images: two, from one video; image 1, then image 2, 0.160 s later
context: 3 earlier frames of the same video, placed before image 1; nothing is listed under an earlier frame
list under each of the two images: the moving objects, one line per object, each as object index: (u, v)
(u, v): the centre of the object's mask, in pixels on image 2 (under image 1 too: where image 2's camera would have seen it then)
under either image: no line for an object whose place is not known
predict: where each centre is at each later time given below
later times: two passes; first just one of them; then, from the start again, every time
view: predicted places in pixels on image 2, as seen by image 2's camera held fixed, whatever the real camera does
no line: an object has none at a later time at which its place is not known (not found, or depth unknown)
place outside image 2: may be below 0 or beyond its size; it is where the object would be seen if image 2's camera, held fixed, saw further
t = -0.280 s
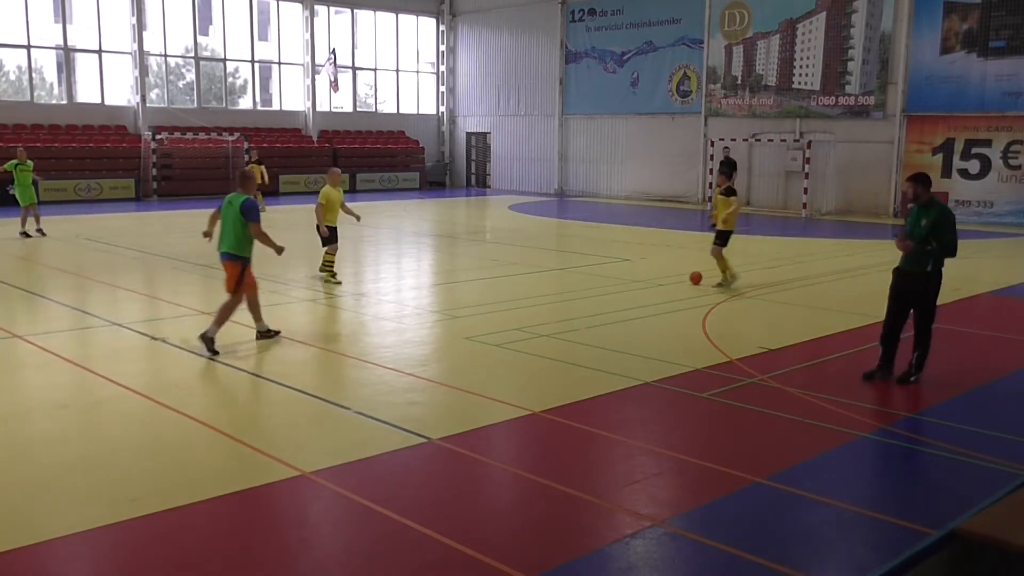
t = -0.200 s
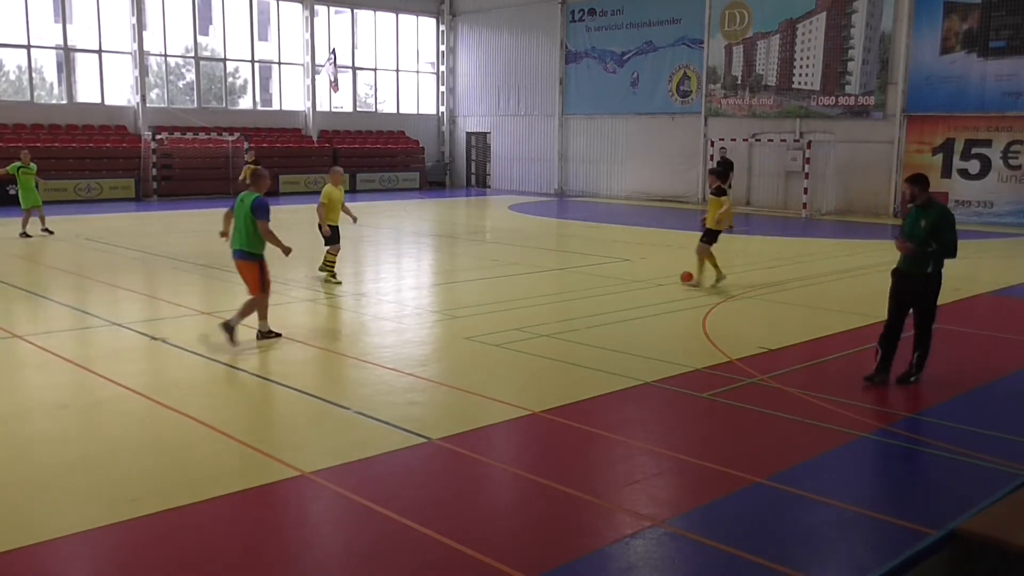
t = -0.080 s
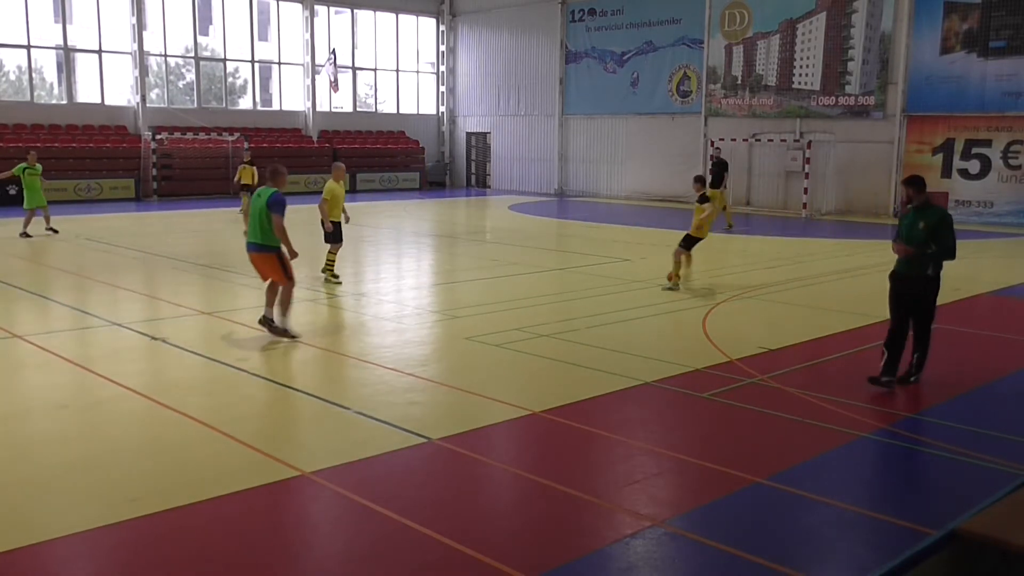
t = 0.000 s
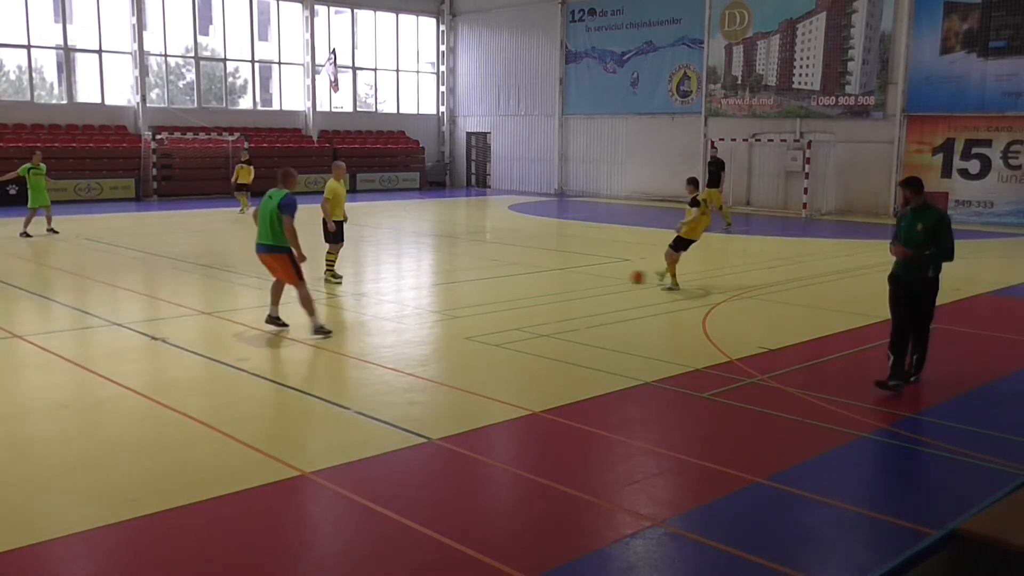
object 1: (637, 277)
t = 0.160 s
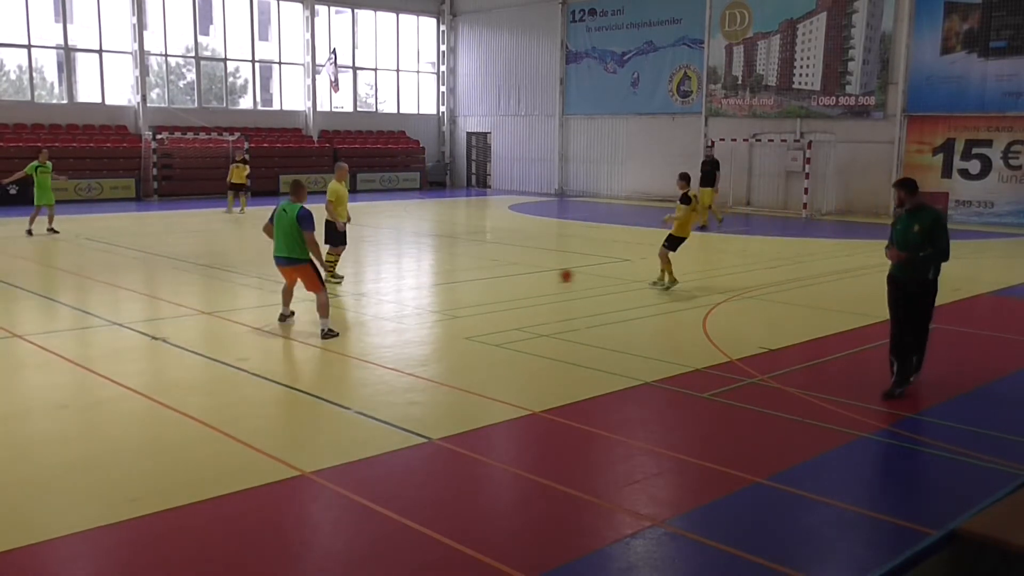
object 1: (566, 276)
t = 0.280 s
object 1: (519, 274)
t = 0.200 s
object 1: (550, 275)
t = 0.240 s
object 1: (534, 275)
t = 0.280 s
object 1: (519, 274)
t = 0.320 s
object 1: (504, 274)
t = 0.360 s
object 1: (490, 274)
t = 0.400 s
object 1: (477, 273)
